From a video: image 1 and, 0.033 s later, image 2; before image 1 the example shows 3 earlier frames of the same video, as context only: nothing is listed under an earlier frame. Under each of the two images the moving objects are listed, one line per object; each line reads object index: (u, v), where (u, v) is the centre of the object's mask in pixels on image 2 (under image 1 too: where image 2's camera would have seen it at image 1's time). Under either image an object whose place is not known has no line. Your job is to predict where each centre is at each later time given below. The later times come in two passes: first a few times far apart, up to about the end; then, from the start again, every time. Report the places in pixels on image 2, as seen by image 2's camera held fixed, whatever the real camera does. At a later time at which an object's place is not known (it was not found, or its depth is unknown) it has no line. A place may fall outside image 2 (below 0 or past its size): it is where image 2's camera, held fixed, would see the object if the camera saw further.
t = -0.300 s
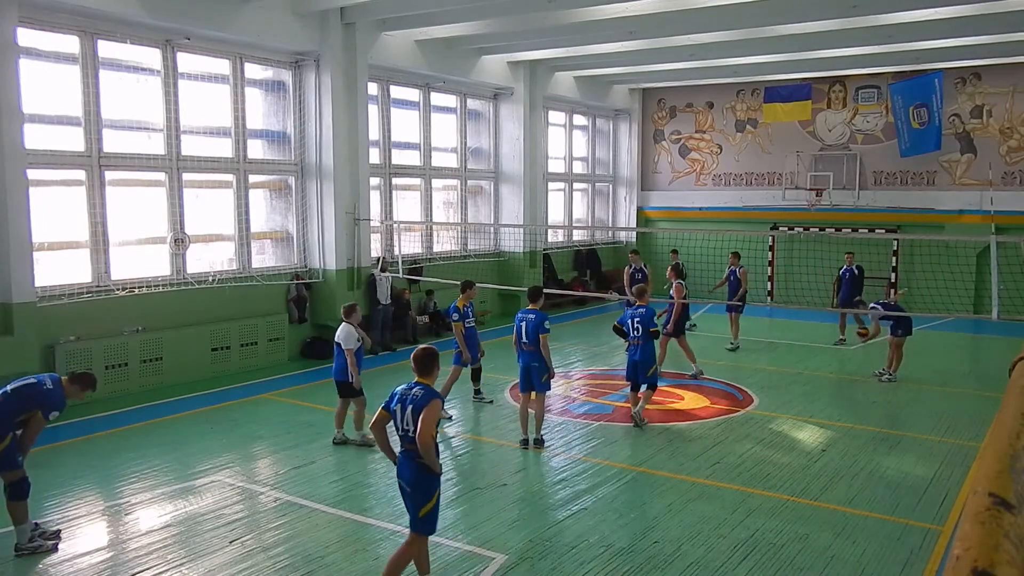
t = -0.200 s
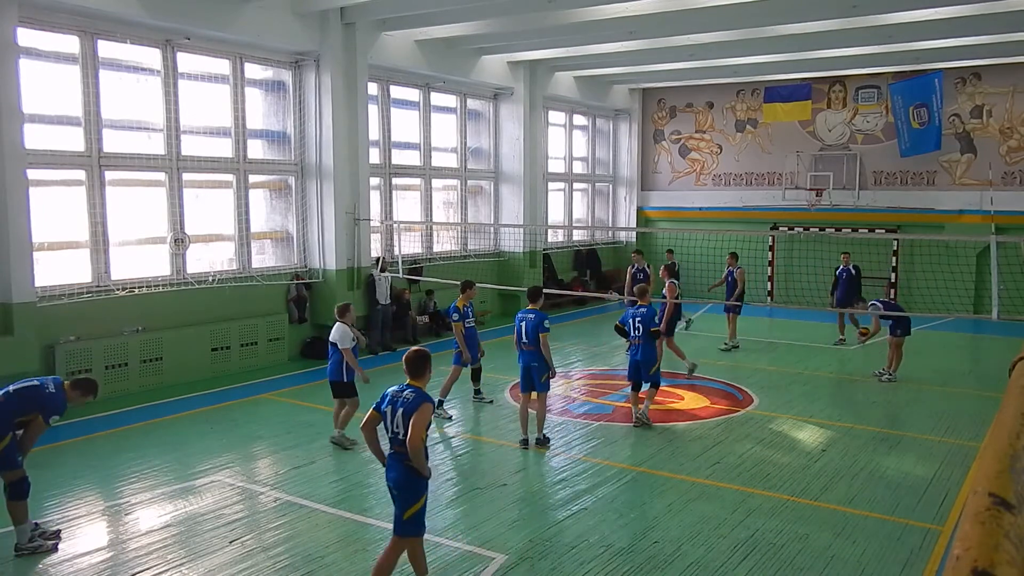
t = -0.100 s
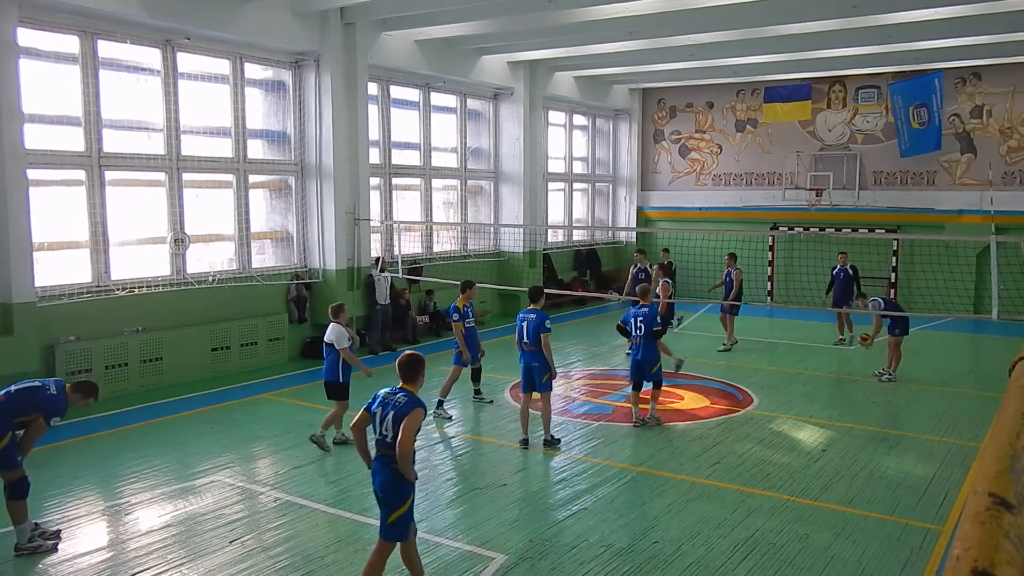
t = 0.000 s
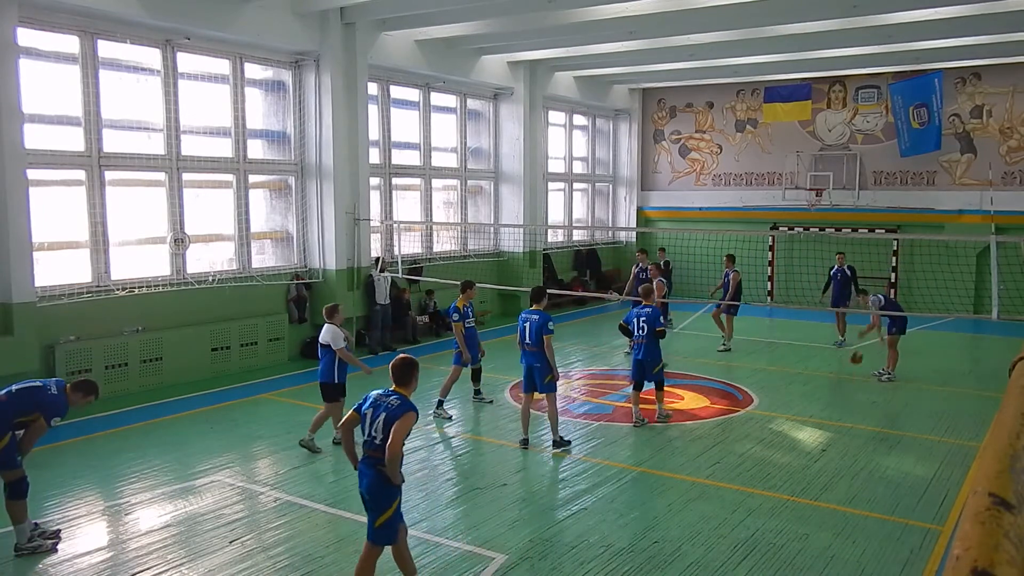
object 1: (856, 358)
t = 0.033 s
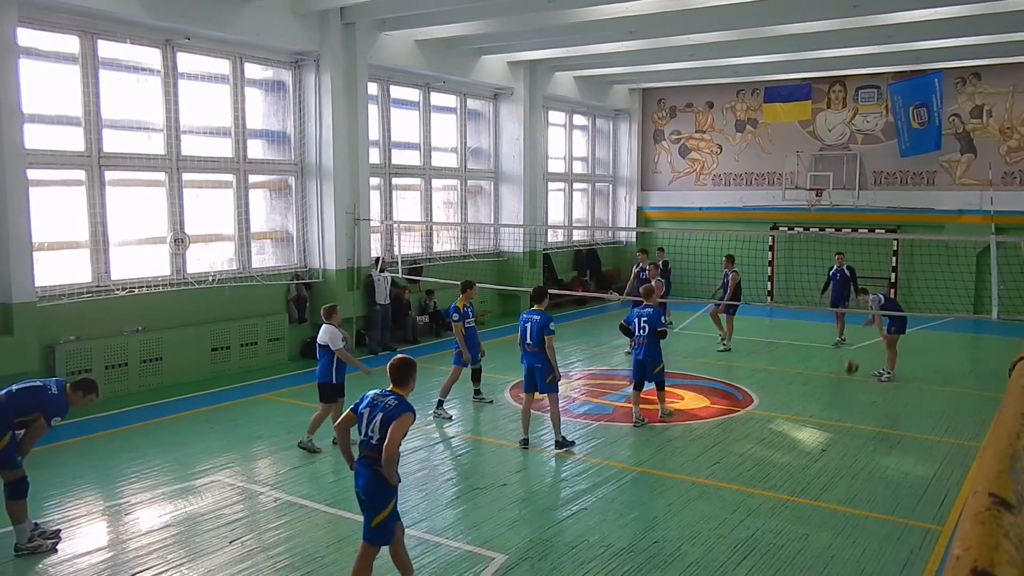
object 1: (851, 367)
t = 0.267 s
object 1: (821, 370)
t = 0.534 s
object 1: (783, 397)
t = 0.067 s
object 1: (846, 377)
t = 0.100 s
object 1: (841, 382)
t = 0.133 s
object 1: (837, 378)
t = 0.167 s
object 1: (833, 375)
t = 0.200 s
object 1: (829, 373)
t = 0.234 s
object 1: (825, 371)
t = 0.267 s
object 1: (821, 370)
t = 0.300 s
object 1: (817, 371)
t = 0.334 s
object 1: (812, 371)
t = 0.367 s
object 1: (808, 373)
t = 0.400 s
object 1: (803, 376)
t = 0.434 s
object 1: (799, 380)
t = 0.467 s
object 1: (793, 384)
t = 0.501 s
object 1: (788, 390)
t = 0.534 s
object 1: (783, 397)
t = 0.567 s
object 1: (778, 405)
